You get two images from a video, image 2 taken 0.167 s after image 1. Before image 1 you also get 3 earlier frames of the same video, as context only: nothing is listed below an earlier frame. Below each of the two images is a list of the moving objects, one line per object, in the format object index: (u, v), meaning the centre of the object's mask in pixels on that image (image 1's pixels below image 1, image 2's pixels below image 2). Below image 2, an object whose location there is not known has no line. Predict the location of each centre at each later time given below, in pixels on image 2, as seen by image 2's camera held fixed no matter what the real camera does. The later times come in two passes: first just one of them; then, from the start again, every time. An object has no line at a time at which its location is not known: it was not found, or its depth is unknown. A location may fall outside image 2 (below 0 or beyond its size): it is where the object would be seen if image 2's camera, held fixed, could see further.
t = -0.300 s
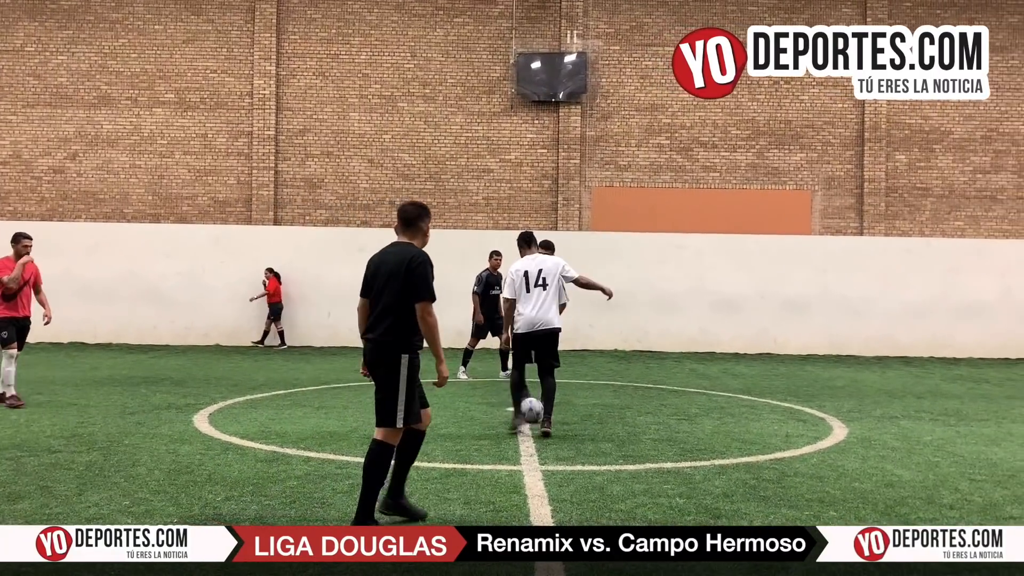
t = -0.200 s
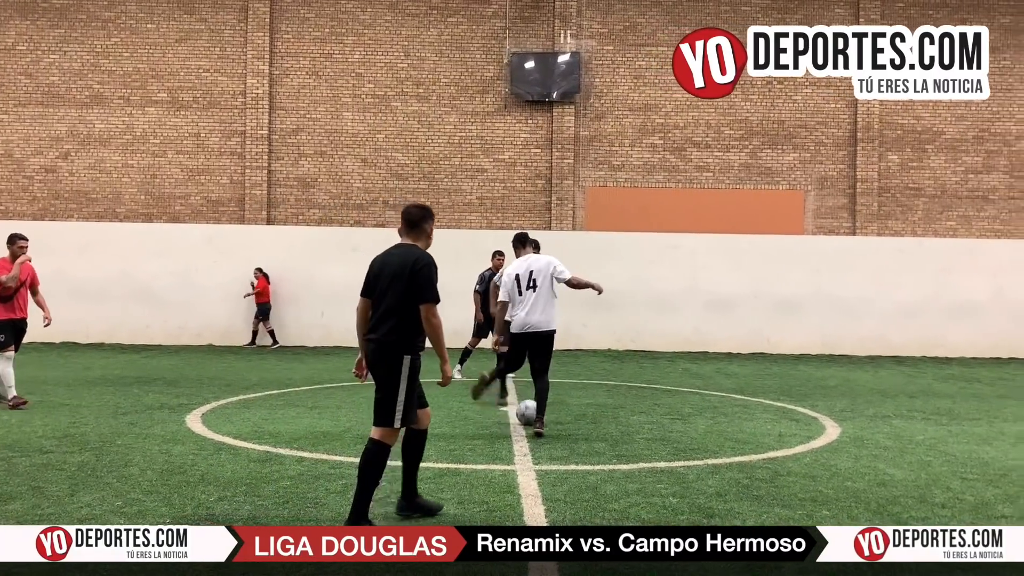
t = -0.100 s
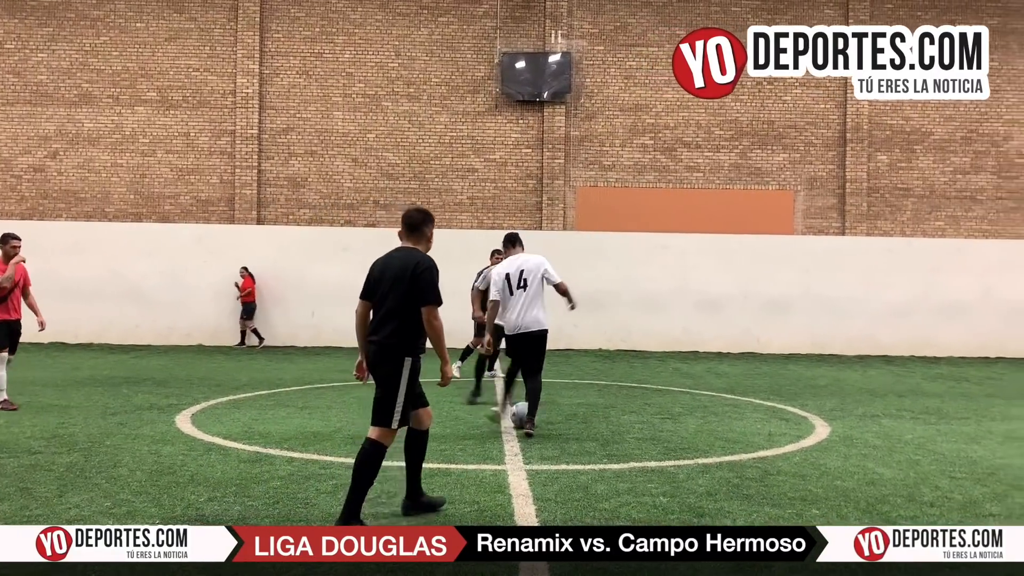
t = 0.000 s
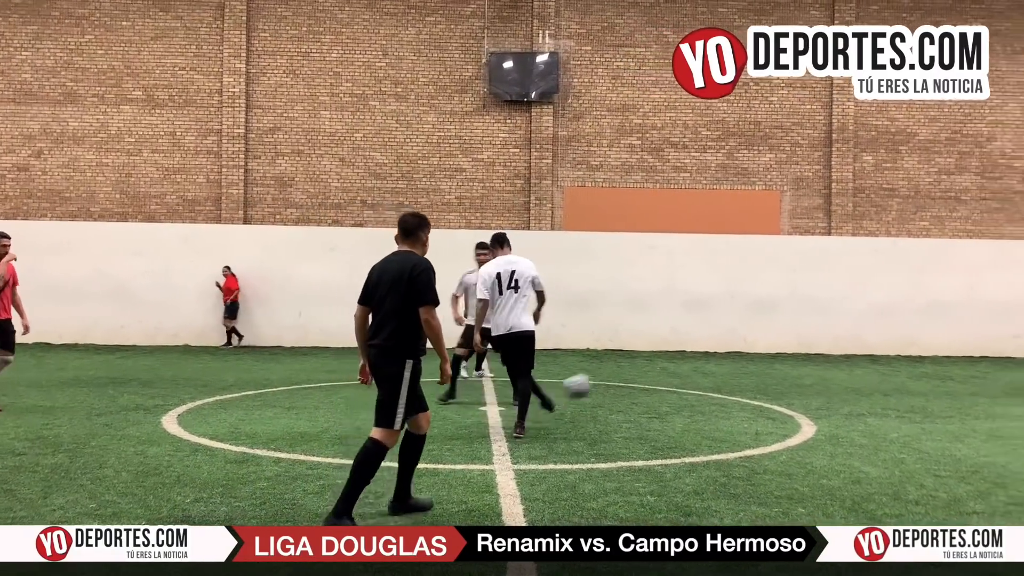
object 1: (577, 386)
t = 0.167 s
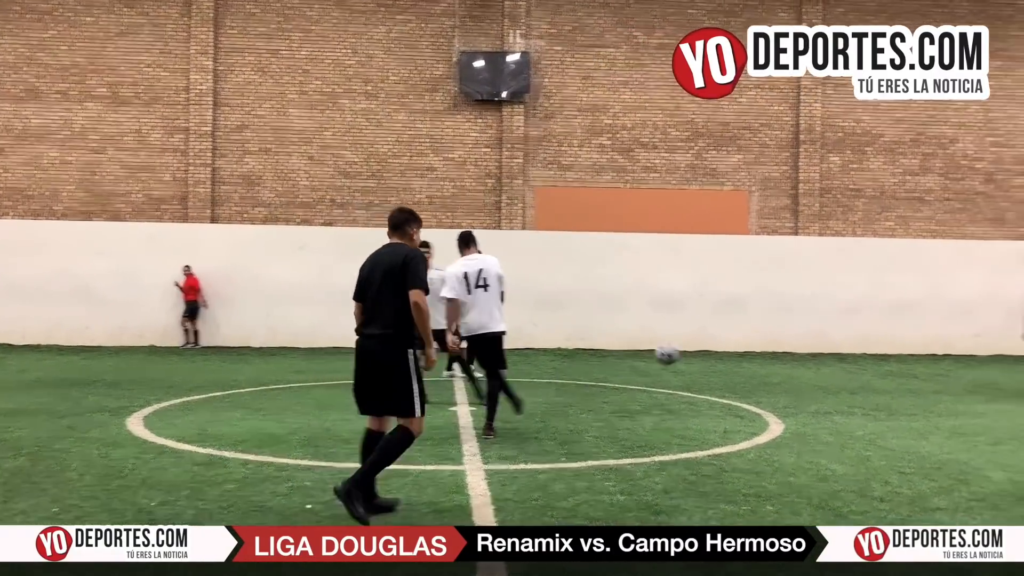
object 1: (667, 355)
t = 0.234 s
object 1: (707, 350)
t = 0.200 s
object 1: (687, 352)
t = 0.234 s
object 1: (707, 350)
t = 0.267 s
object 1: (726, 350)
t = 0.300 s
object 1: (744, 350)
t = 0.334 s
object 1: (761, 352)
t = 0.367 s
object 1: (778, 353)
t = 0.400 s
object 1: (794, 357)
